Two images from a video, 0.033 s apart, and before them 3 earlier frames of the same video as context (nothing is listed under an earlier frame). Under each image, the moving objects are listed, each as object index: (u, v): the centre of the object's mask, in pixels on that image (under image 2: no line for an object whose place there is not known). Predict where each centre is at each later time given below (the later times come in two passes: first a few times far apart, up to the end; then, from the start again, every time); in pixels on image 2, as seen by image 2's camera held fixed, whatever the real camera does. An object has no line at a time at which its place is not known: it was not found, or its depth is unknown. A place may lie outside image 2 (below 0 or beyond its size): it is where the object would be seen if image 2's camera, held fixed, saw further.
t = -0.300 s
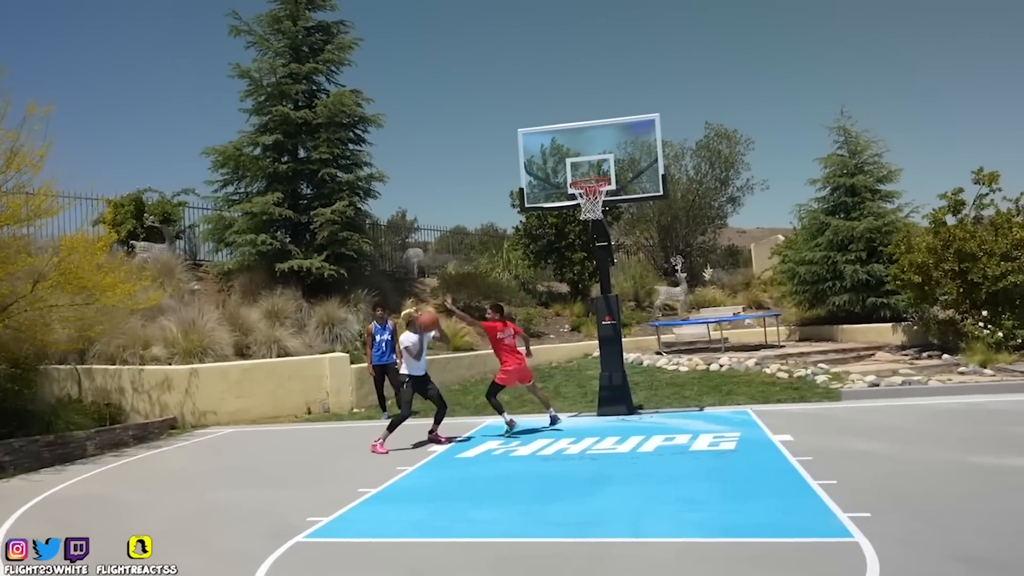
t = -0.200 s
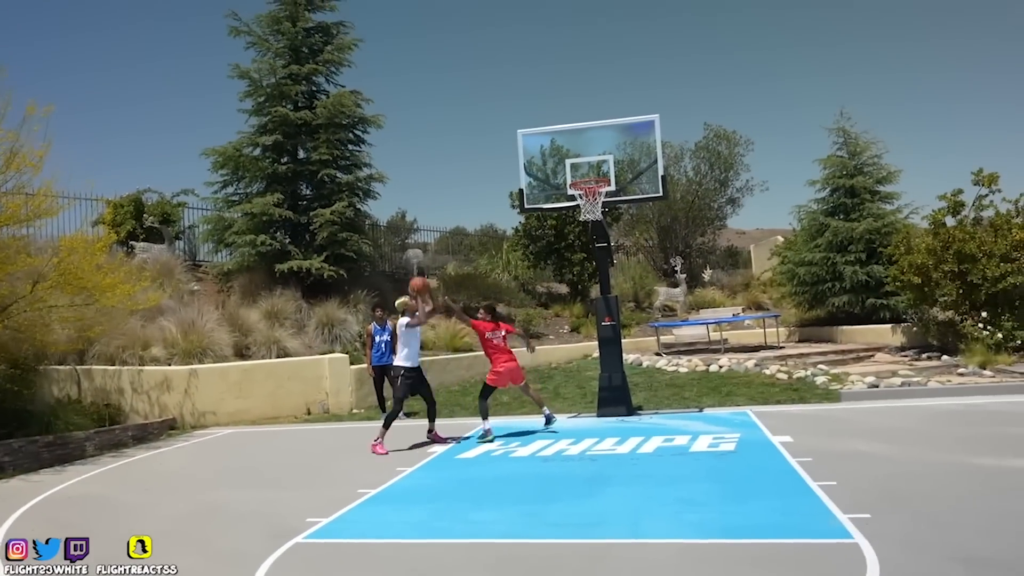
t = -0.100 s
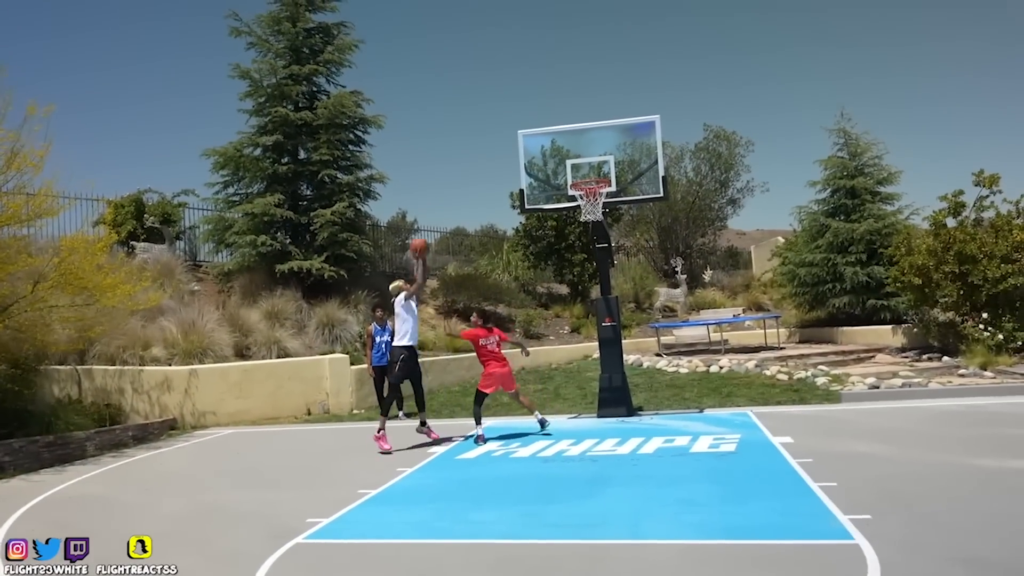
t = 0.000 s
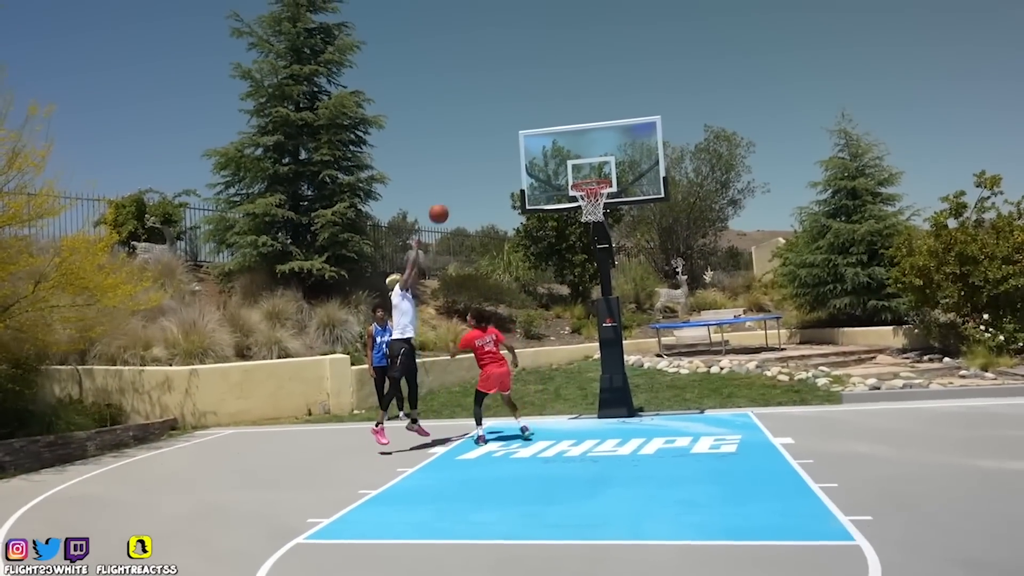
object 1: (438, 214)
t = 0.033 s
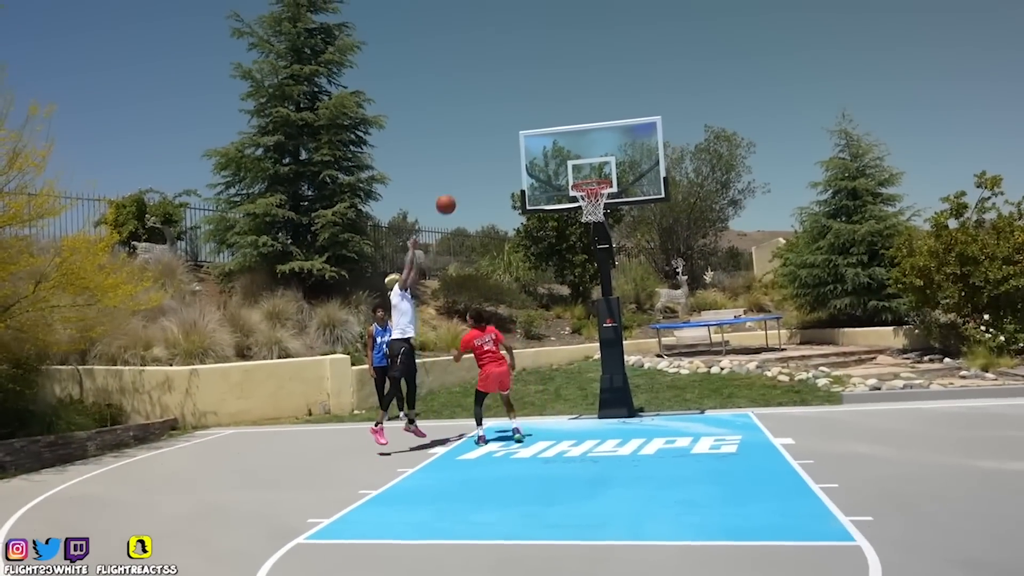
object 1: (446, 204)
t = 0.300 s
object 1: (499, 164)
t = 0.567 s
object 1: (548, 176)
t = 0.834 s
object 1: (547, 220)
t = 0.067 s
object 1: (453, 196)
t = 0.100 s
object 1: (459, 189)
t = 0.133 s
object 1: (466, 182)
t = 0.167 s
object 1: (473, 177)
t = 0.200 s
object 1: (479, 172)
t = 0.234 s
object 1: (486, 168)
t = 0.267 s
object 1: (493, 166)
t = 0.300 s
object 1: (499, 164)
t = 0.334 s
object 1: (506, 162)
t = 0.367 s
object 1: (512, 162)
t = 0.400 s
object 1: (519, 163)
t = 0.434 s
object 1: (526, 164)
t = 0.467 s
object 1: (532, 167)
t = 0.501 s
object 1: (539, 168)
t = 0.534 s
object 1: (546, 173)
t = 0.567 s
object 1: (548, 176)
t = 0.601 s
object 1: (553, 180)
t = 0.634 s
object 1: (556, 182)
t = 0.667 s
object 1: (561, 188)
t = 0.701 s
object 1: (562, 192)
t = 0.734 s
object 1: (558, 198)
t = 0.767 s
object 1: (554, 205)
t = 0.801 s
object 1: (551, 212)
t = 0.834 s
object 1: (547, 220)
